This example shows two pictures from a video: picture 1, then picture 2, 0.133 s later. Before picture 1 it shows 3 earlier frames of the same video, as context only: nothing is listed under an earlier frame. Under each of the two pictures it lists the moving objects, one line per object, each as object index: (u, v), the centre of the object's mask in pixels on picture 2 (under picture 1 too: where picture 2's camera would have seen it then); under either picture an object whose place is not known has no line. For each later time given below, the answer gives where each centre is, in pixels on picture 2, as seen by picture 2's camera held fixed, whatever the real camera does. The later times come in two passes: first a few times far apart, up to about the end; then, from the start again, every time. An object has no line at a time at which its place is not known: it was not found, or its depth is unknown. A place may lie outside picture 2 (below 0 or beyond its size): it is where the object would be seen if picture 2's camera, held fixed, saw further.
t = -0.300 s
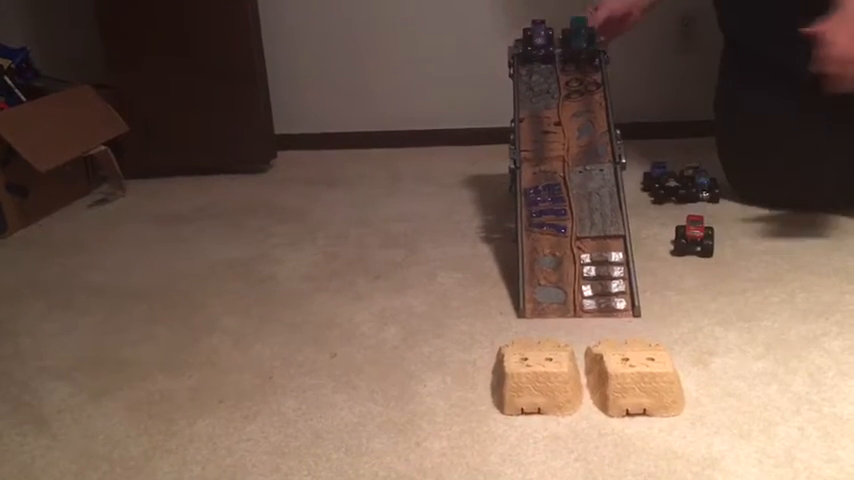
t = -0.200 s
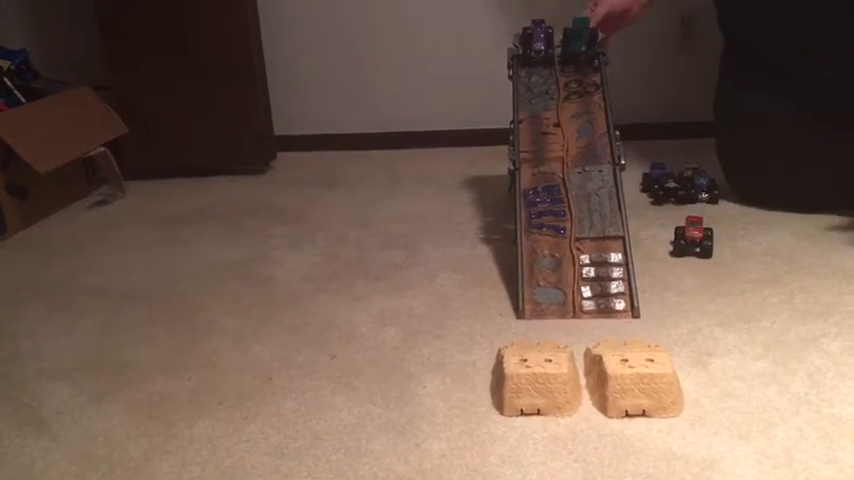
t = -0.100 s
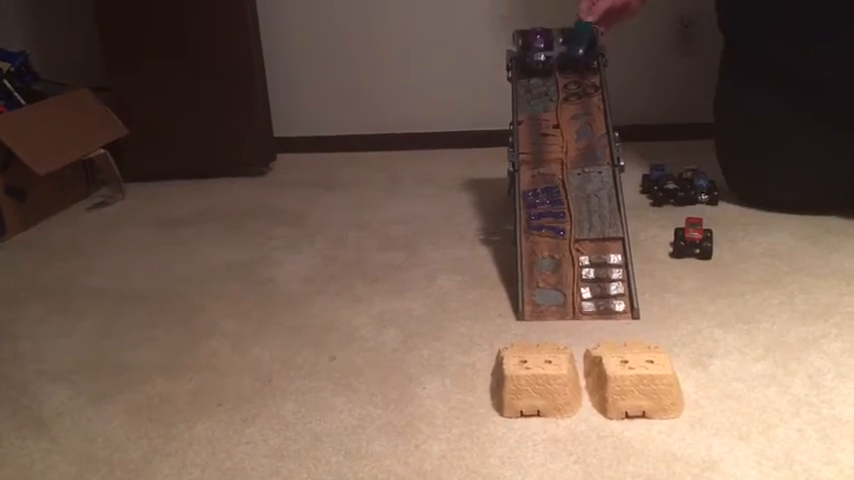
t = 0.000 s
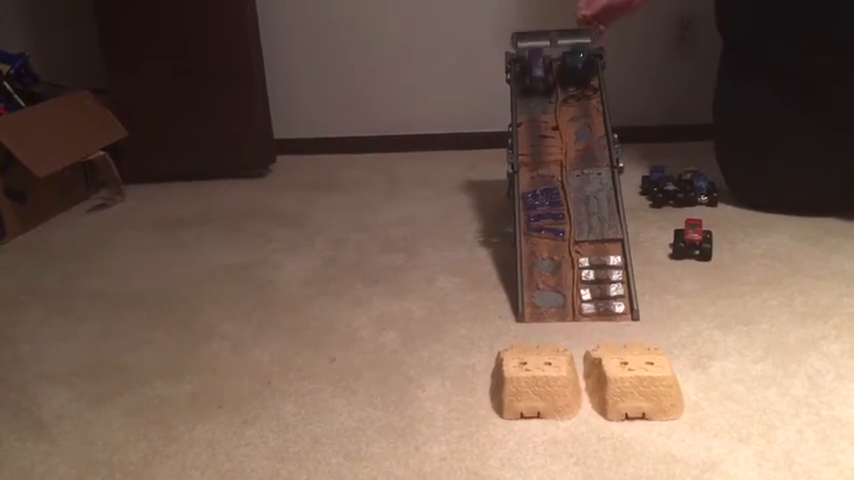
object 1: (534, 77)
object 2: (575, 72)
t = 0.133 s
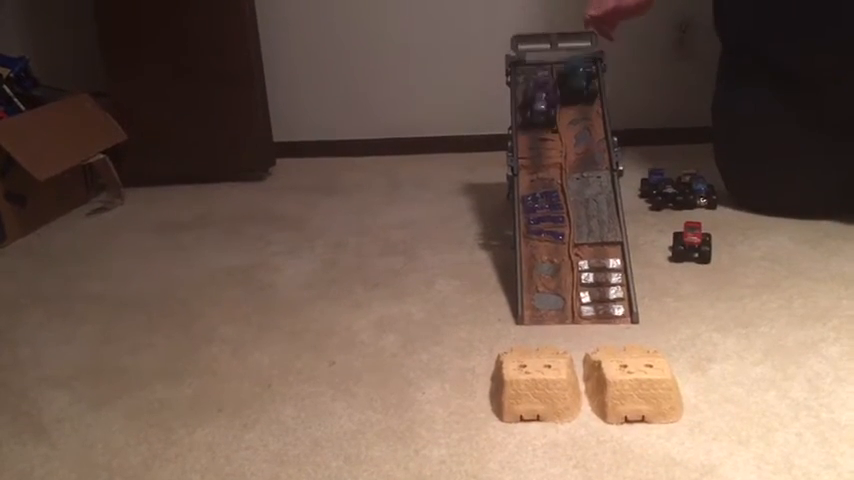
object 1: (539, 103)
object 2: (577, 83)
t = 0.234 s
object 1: (537, 137)
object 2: (576, 96)
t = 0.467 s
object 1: (545, 275)
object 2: (591, 167)
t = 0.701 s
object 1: (514, 338)
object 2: (603, 302)
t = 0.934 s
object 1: (466, 362)
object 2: (632, 322)
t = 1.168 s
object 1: (429, 359)
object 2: (625, 338)
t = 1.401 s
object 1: (403, 354)
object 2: (628, 327)
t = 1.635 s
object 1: (403, 355)
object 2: (631, 323)
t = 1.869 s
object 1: (403, 355)
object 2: (631, 323)
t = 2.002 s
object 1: (403, 355)
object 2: (630, 323)
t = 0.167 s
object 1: (538, 116)
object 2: (576, 87)
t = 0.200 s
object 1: (538, 125)
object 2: (576, 93)
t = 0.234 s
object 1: (537, 137)
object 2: (576, 96)
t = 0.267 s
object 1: (537, 152)
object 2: (576, 100)
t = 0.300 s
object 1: (538, 172)
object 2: (577, 112)
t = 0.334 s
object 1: (539, 187)
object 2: (578, 120)
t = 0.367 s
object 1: (541, 209)
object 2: (582, 133)
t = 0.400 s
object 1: (542, 224)
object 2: (586, 142)
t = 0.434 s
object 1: (544, 247)
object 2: (588, 151)
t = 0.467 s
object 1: (545, 275)
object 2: (591, 167)
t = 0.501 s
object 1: (546, 298)
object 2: (591, 179)
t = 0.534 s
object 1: (543, 308)
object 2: (591, 193)
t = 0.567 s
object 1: (541, 316)
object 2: (593, 212)
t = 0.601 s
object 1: (538, 325)
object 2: (594, 232)
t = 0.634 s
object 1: (531, 335)
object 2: (596, 254)
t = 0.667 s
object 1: (523, 337)
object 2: (598, 279)
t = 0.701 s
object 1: (514, 338)
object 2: (603, 302)
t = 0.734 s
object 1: (506, 340)
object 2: (609, 318)
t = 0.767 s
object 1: (499, 342)
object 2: (617, 325)
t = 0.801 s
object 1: (492, 347)
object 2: (619, 323)
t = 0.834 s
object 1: (485, 355)
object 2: (622, 315)
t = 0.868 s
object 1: (478, 357)
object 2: (625, 317)
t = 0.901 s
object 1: (470, 360)
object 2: (629, 320)
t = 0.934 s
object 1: (466, 362)
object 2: (632, 322)
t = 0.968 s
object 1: (462, 362)
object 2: (634, 326)
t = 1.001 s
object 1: (457, 363)
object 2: (635, 328)
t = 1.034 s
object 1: (452, 363)
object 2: (632, 334)
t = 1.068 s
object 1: (447, 366)
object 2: (632, 338)
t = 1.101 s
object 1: (443, 365)
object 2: (628, 339)
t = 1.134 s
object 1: (435, 363)
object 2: (626, 338)
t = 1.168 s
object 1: (429, 359)
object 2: (625, 338)
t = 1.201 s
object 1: (425, 356)
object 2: (626, 337)
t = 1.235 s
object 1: (421, 354)
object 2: (625, 337)
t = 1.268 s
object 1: (418, 353)
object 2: (626, 334)
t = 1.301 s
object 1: (415, 353)
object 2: (626, 332)
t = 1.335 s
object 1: (410, 355)
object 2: (627, 331)
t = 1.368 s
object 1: (406, 355)
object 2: (628, 329)
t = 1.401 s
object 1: (403, 354)
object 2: (628, 327)
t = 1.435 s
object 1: (400, 353)
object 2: (629, 326)
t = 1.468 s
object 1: (400, 353)
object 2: (629, 324)
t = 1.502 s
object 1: (400, 354)
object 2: (630, 323)
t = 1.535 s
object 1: (401, 355)
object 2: (630, 322)
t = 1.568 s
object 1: (402, 355)
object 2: (631, 322)
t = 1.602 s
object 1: (403, 355)
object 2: (631, 323)
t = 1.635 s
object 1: (403, 355)
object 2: (631, 323)
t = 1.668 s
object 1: (403, 355)
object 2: (631, 323)
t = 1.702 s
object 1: (403, 355)
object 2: (631, 323)
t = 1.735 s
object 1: (403, 355)
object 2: (631, 323)
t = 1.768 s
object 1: (403, 355)
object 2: (631, 323)
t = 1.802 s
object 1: (403, 355)
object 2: (630, 323)
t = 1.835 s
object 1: (403, 355)
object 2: (631, 323)
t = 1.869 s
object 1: (403, 355)
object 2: (631, 323)
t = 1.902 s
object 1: (403, 355)
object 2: (630, 323)
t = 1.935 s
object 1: (403, 355)
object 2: (630, 323)
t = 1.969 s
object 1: (403, 355)
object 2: (630, 323)
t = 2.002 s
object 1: (403, 355)
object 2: (630, 323)
